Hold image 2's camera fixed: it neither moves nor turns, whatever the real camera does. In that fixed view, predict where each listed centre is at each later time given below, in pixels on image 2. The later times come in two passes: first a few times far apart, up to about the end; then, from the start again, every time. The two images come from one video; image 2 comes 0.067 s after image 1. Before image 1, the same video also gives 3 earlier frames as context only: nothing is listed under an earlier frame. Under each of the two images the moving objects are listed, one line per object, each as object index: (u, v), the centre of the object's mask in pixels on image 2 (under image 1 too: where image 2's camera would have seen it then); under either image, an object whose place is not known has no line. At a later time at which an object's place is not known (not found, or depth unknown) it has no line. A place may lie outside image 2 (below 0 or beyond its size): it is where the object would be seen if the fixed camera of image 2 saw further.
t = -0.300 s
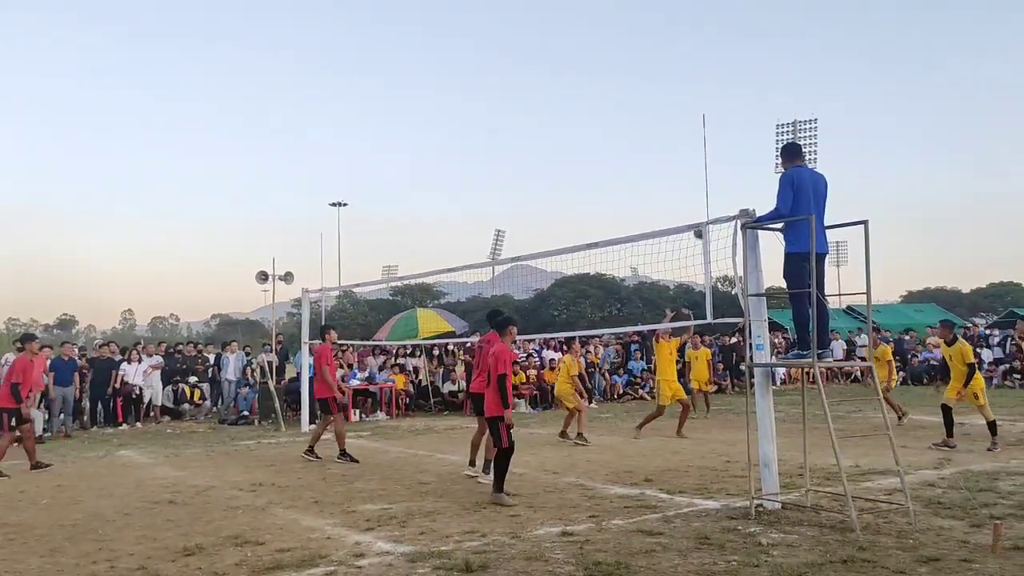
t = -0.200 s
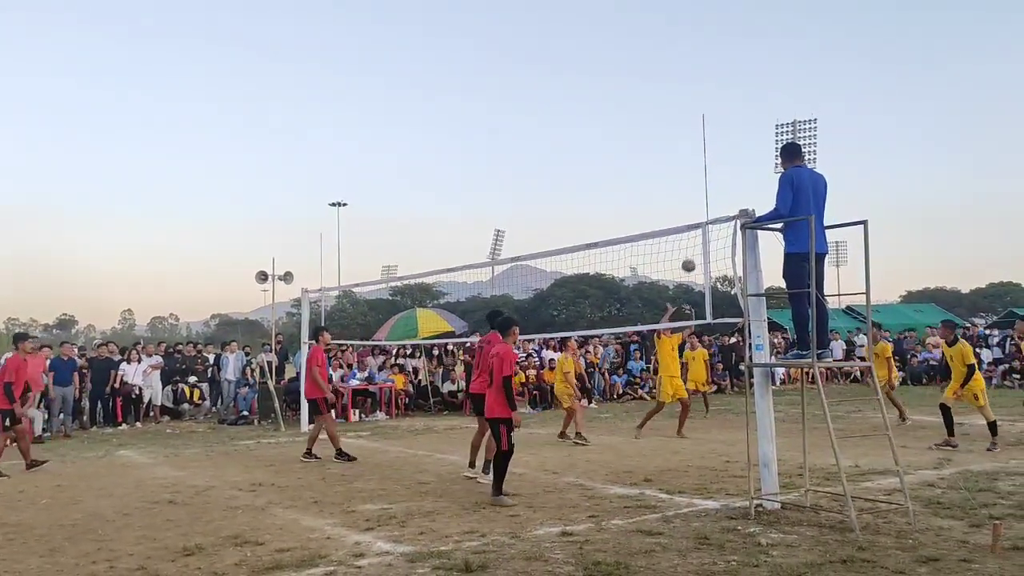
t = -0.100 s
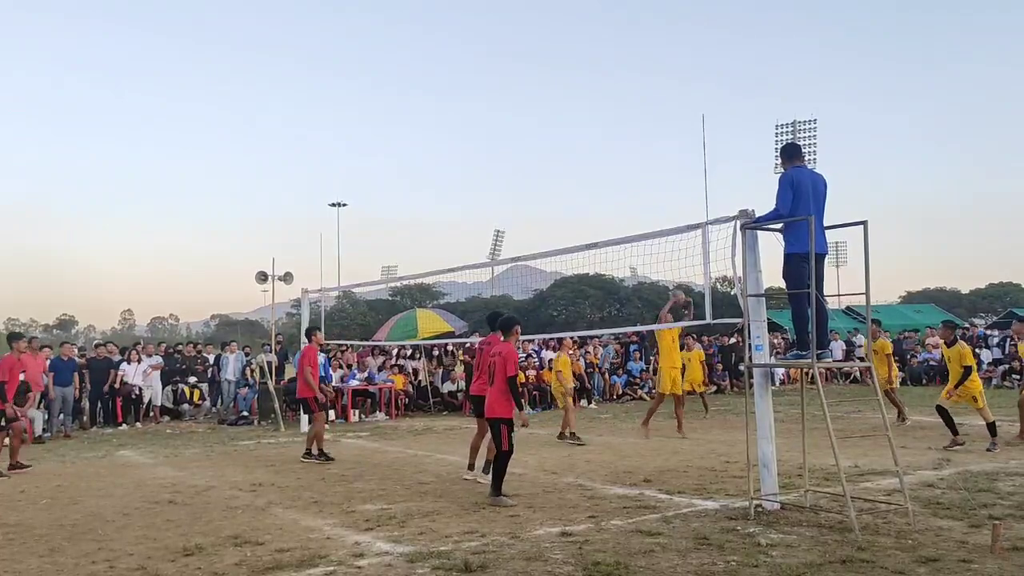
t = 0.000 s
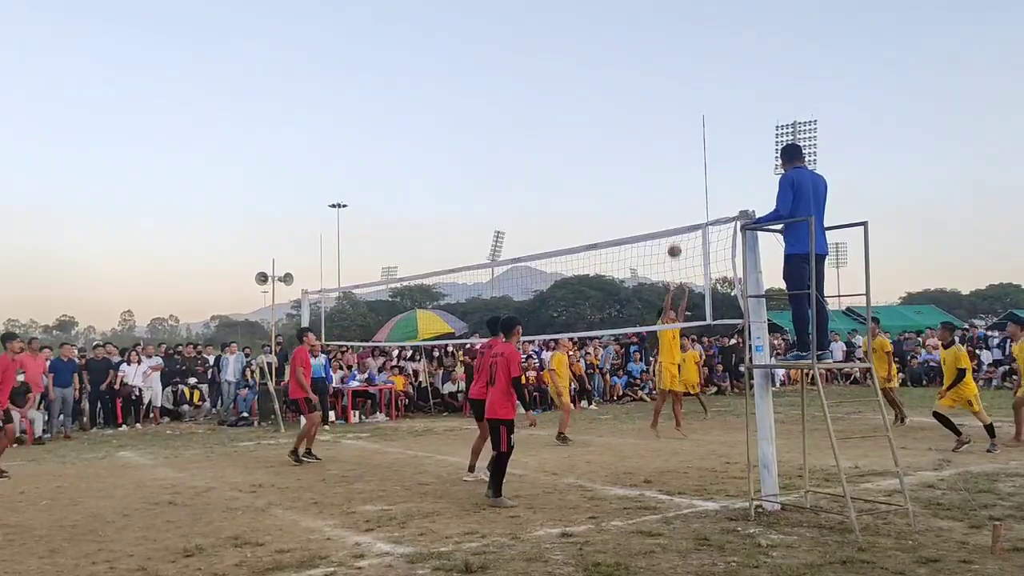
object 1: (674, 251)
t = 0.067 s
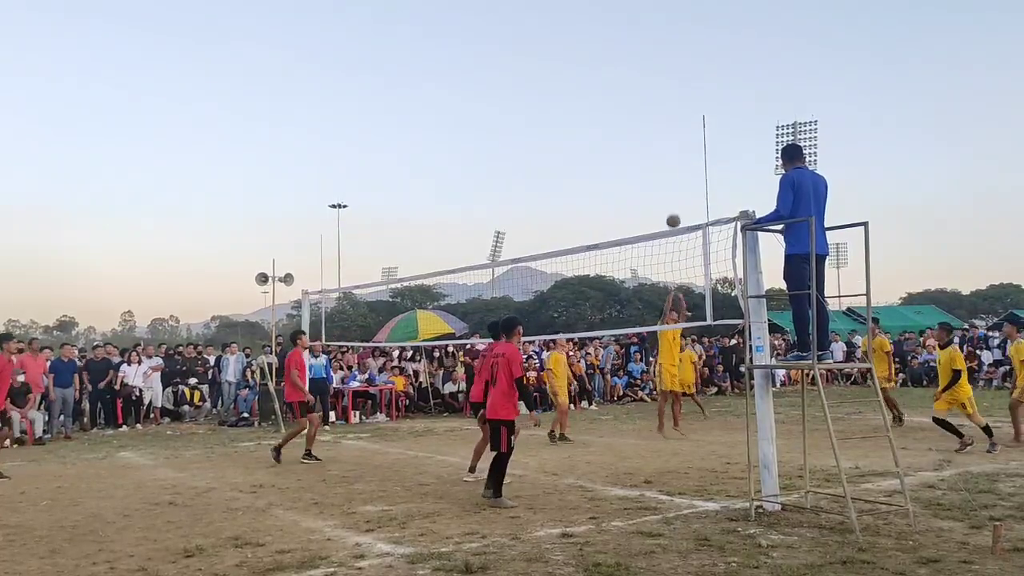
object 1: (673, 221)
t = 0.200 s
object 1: (670, 169)
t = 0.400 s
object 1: (666, 113)
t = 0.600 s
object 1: (664, 83)
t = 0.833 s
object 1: (663, 83)
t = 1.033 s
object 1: (663, 114)
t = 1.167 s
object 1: (663, 152)
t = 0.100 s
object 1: (672, 207)
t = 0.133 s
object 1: (672, 194)
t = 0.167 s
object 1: (671, 181)
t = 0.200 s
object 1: (670, 169)
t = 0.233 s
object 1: (670, 158)
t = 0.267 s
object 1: (669, 148)
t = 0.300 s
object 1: (668, 138)
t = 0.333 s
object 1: (668, 129)
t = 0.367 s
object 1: (667, 121)
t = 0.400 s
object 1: (666, 113)
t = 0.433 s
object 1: (666, 106)
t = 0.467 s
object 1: (666, 100)
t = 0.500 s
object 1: (665, 95)
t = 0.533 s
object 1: (665, 90)
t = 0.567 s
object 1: (665, 86)
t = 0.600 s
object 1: (664, 83)
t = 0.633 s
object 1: (664, 81)
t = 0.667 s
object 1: (664, 79)
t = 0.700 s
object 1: (664, 78)
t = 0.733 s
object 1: (663, 78)
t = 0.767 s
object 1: (663, 79)
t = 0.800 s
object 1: (663, 81)
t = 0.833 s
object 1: (663, 83)
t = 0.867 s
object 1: (663, 86)
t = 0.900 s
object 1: (663, 90)
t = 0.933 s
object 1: (662, 95)
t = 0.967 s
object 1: (663, 100)
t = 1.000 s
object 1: (663, 107)
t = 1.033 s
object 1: (663, 114)
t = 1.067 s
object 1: (663, 122)
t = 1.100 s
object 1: (663, 131)
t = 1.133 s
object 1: (663, 141)
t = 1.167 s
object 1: (663, 152)
